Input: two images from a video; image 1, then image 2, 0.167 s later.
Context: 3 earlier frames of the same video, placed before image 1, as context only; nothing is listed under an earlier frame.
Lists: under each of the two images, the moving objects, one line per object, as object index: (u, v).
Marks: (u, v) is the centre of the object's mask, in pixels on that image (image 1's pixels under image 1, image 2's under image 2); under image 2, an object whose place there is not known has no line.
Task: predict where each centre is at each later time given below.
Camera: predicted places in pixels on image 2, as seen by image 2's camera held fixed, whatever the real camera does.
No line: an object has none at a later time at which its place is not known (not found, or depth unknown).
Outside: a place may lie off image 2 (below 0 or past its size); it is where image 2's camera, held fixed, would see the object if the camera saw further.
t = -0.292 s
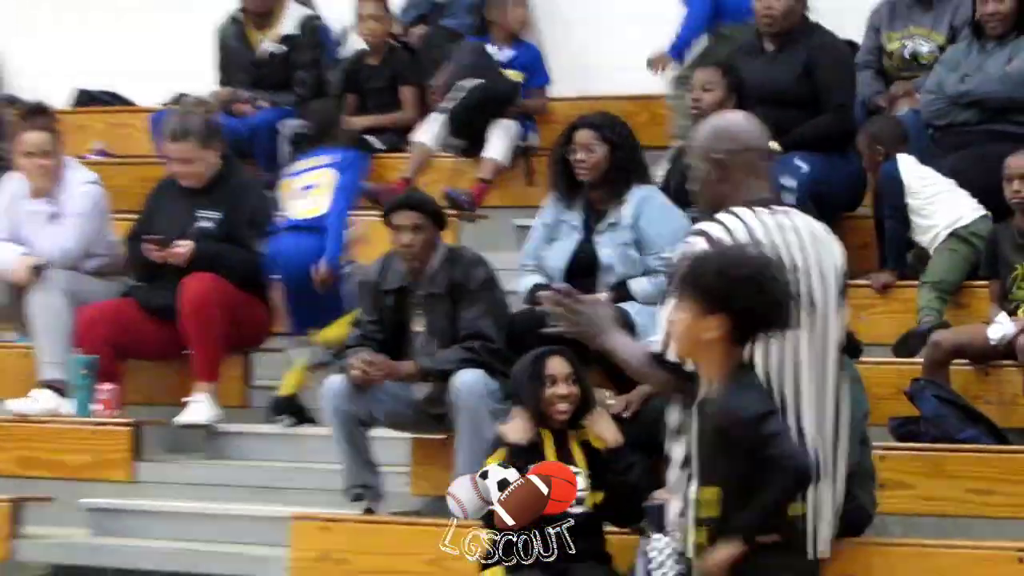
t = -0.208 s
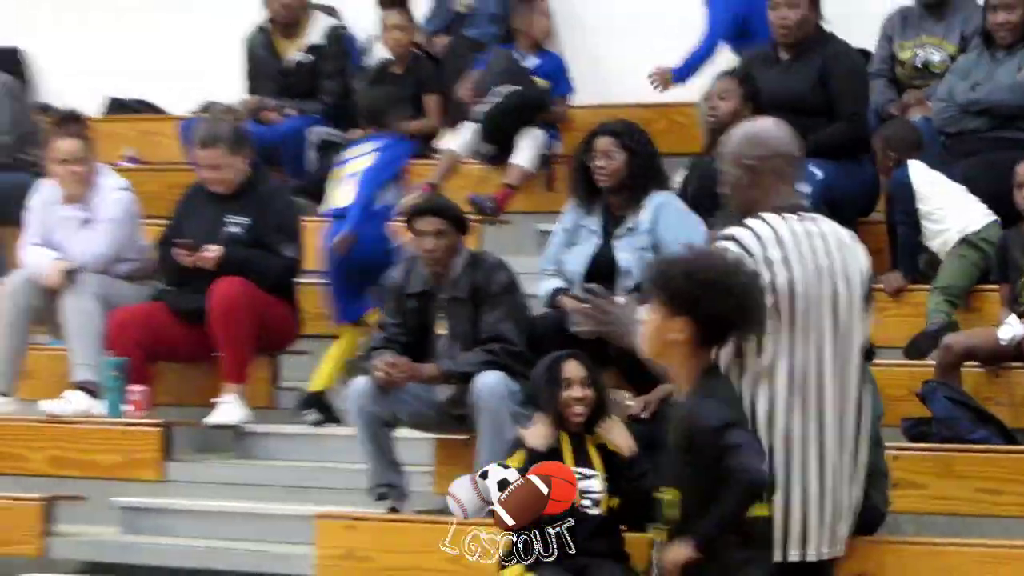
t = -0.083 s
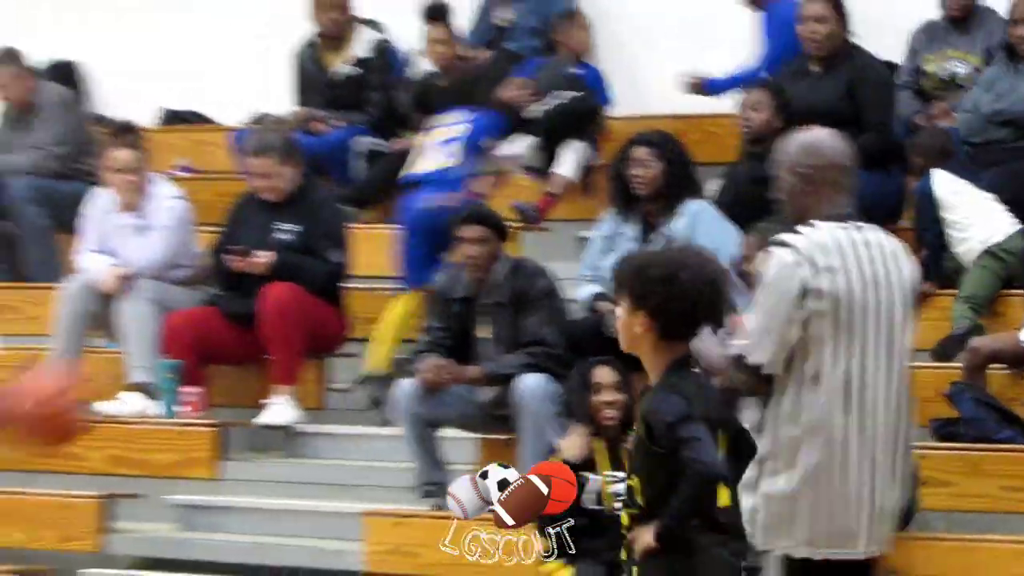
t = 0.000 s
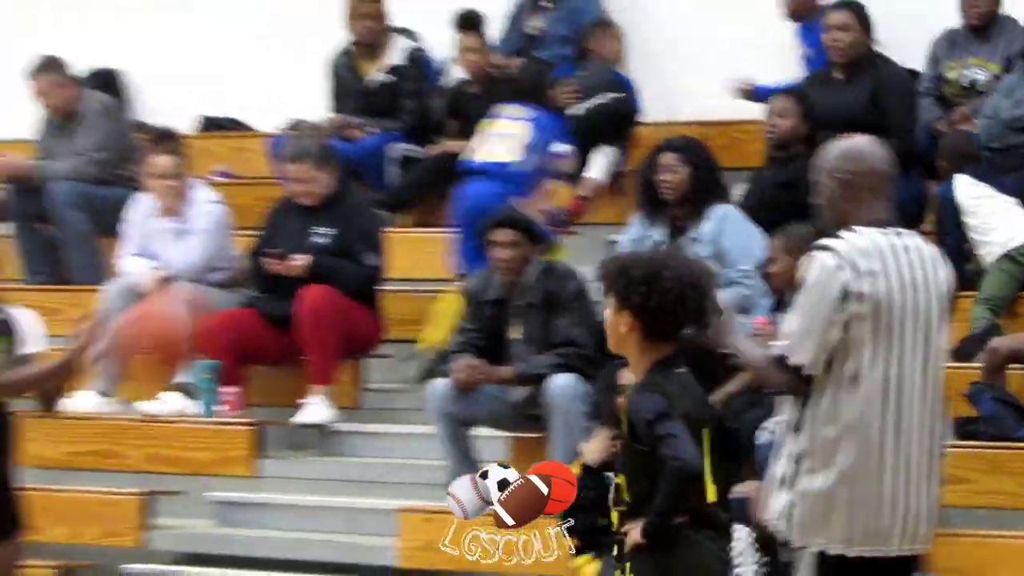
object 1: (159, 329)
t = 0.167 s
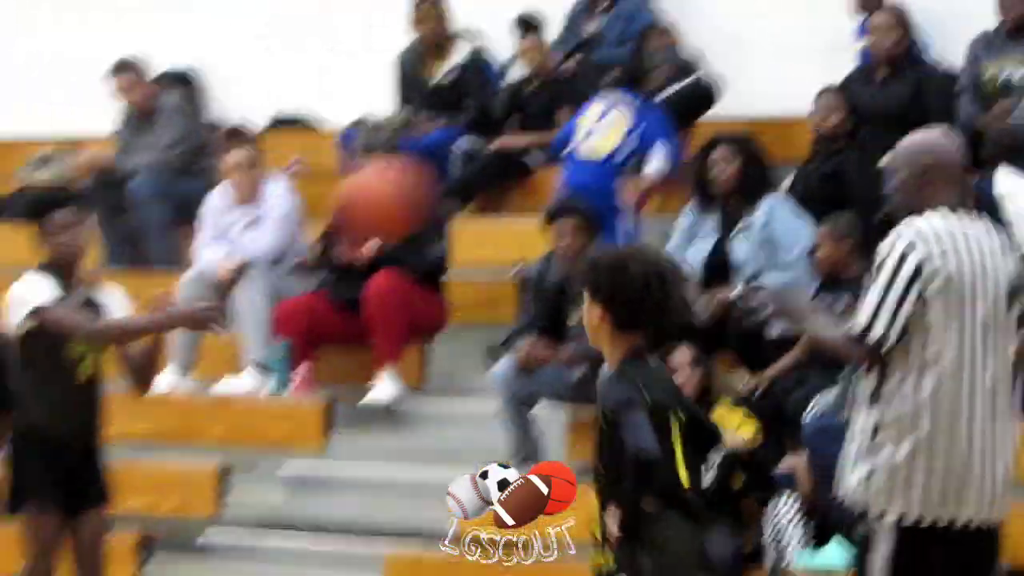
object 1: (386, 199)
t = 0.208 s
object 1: (422, 185)
